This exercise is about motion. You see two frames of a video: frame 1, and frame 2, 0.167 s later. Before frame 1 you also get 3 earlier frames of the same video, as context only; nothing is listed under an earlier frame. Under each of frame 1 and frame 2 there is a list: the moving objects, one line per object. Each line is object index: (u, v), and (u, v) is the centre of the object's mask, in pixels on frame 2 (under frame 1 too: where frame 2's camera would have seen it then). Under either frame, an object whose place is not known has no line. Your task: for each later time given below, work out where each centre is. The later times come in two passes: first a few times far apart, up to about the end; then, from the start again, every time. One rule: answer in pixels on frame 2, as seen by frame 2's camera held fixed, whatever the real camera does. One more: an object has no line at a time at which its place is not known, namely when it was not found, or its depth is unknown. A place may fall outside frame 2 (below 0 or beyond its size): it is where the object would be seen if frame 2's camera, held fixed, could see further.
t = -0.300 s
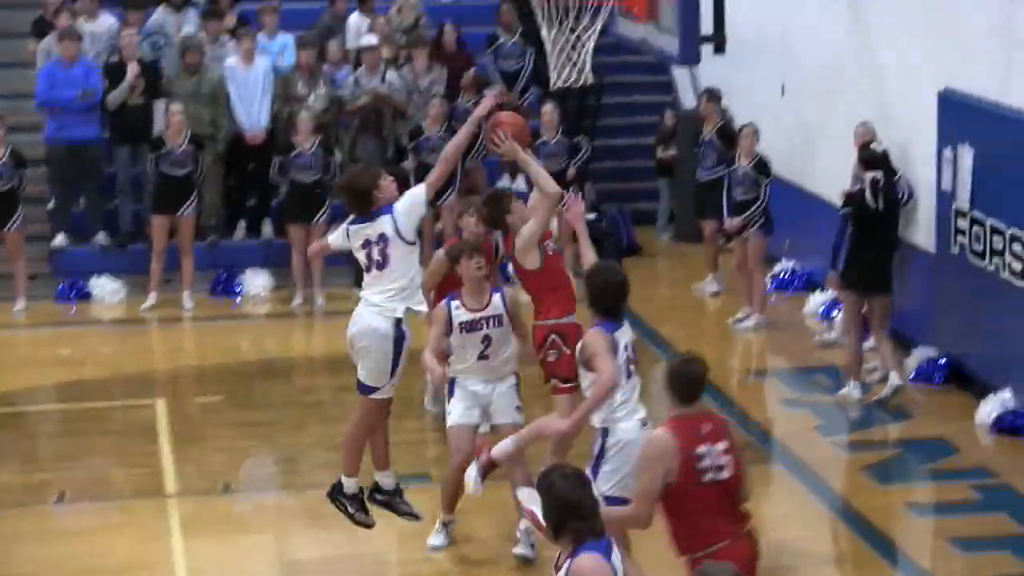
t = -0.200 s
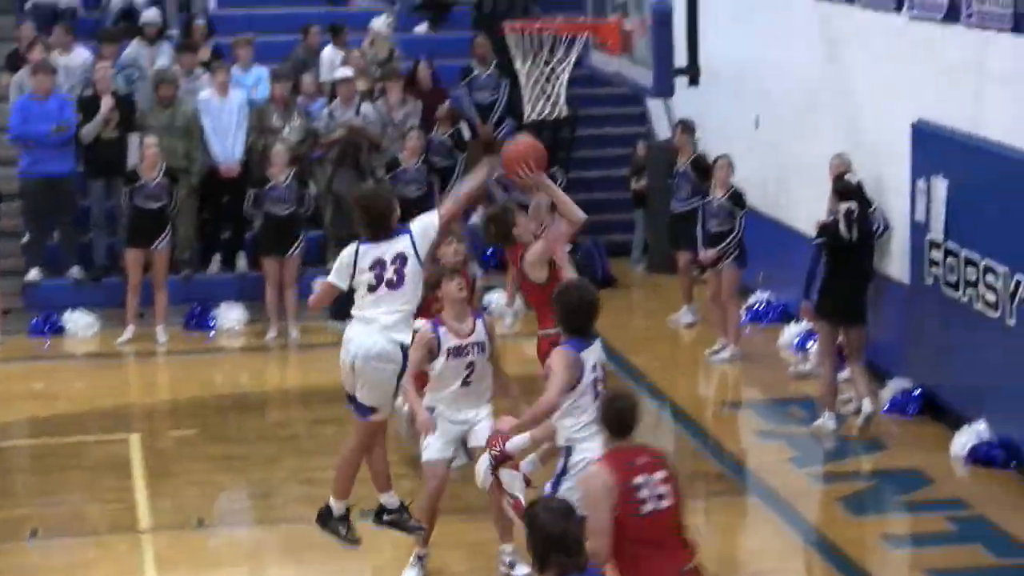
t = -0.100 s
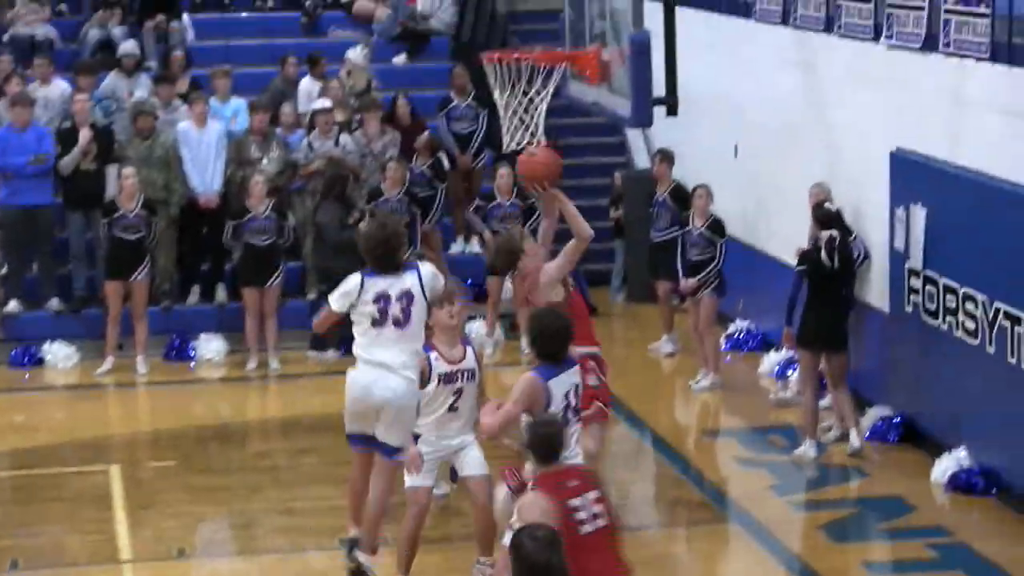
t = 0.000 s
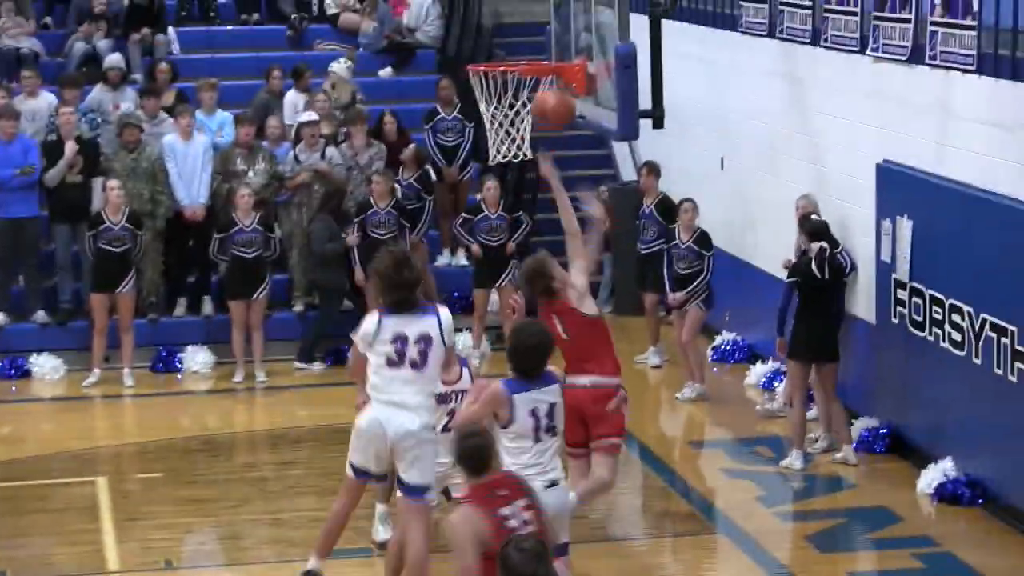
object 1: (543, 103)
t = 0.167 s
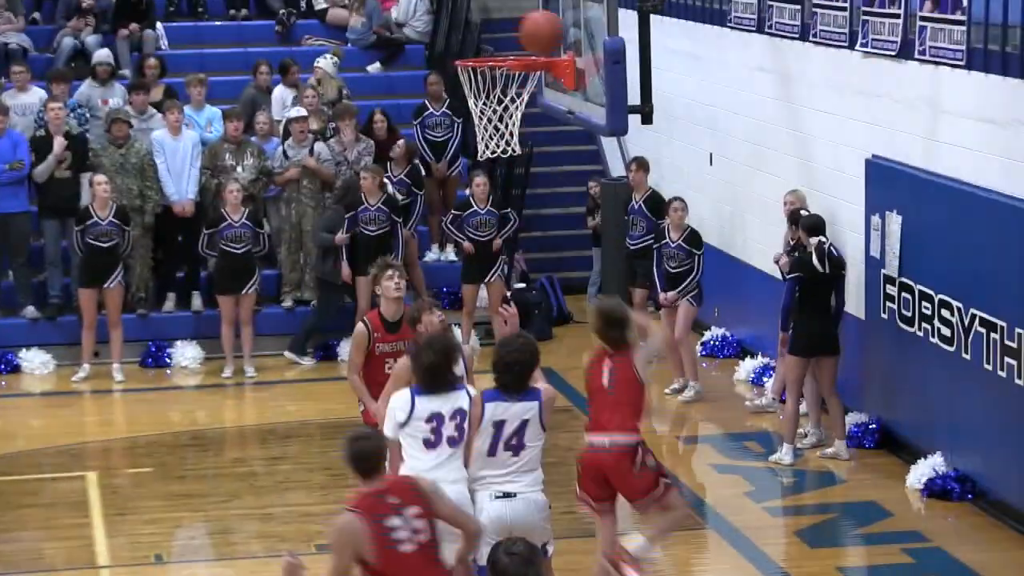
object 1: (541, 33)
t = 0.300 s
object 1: (497, 33)
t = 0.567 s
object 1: (473, 42)
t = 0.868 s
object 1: (483, 55)
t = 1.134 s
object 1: (506, 185)
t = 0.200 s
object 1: (529, 30)
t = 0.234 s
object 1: (518, 28)
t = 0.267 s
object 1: (508, 30)
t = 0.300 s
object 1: (497, 33)
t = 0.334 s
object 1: (486, 38)
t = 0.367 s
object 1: (480, 40)
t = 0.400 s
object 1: (478, 39)
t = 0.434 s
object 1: (477, 39)
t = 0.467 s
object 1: (476, 40)
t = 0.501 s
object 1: (474, 40)
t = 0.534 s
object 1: (474, 40)
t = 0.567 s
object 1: (473, 42)
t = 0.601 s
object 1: (472, 42)
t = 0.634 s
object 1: (472, 42)
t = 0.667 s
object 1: (473, 42)
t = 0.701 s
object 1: (473, 44)
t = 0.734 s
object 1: (475, 45)
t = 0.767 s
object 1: (477, 47)
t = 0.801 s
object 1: (479, 49)
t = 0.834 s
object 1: (480, 52)
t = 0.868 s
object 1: (483, 55)
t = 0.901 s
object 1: (485, 81)
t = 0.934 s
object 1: (488, 90)
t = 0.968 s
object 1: (492, 107)
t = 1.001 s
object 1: (493, 121)
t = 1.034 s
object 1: (495, 134)
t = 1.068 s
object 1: (498, 151)
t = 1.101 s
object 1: (502, 169)
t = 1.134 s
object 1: (506, 185)
